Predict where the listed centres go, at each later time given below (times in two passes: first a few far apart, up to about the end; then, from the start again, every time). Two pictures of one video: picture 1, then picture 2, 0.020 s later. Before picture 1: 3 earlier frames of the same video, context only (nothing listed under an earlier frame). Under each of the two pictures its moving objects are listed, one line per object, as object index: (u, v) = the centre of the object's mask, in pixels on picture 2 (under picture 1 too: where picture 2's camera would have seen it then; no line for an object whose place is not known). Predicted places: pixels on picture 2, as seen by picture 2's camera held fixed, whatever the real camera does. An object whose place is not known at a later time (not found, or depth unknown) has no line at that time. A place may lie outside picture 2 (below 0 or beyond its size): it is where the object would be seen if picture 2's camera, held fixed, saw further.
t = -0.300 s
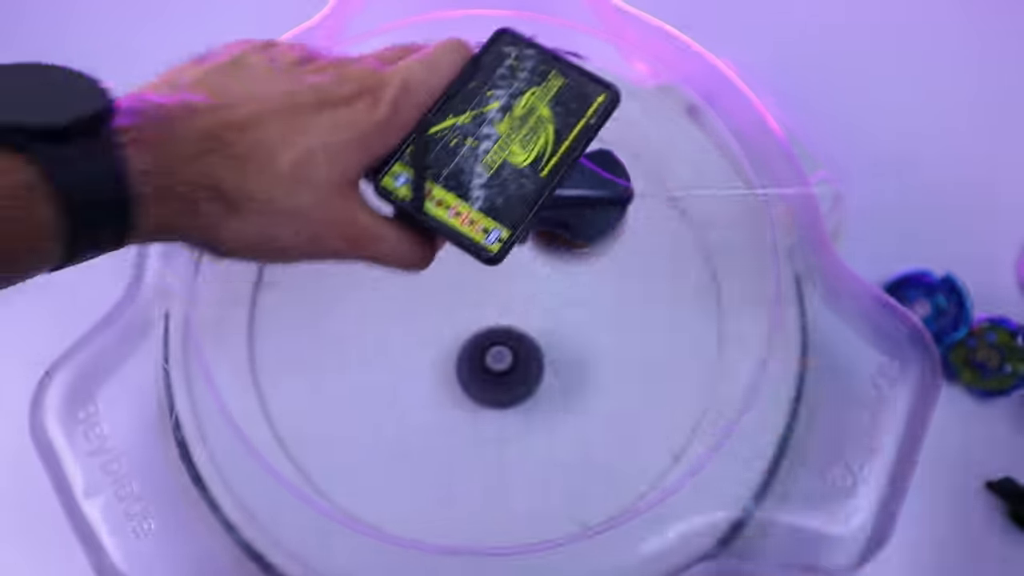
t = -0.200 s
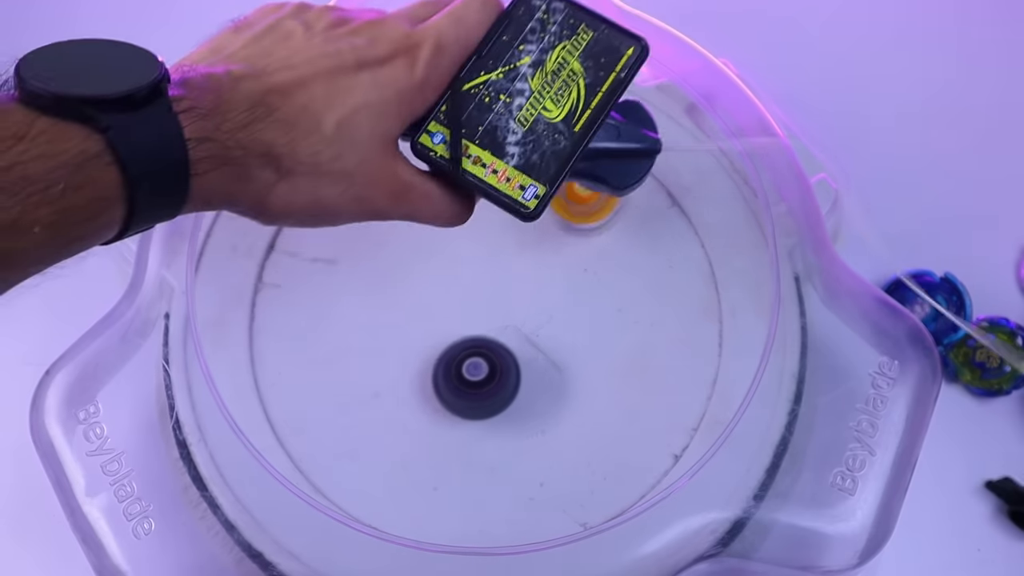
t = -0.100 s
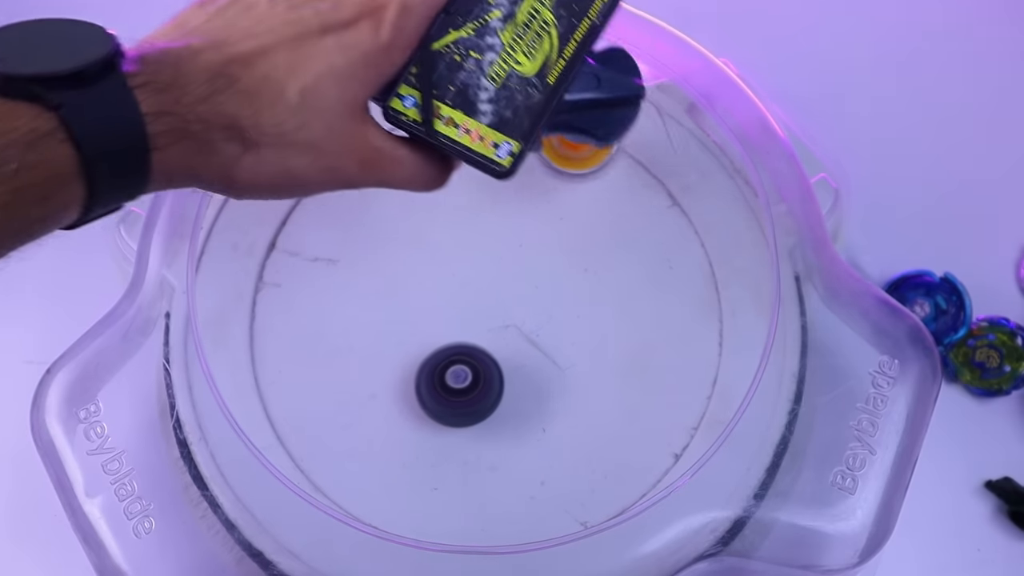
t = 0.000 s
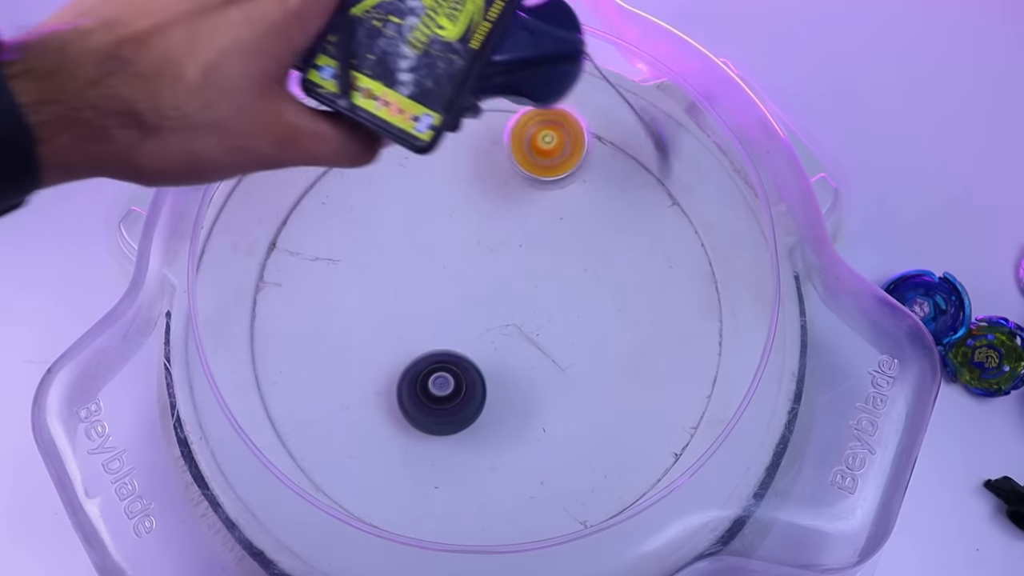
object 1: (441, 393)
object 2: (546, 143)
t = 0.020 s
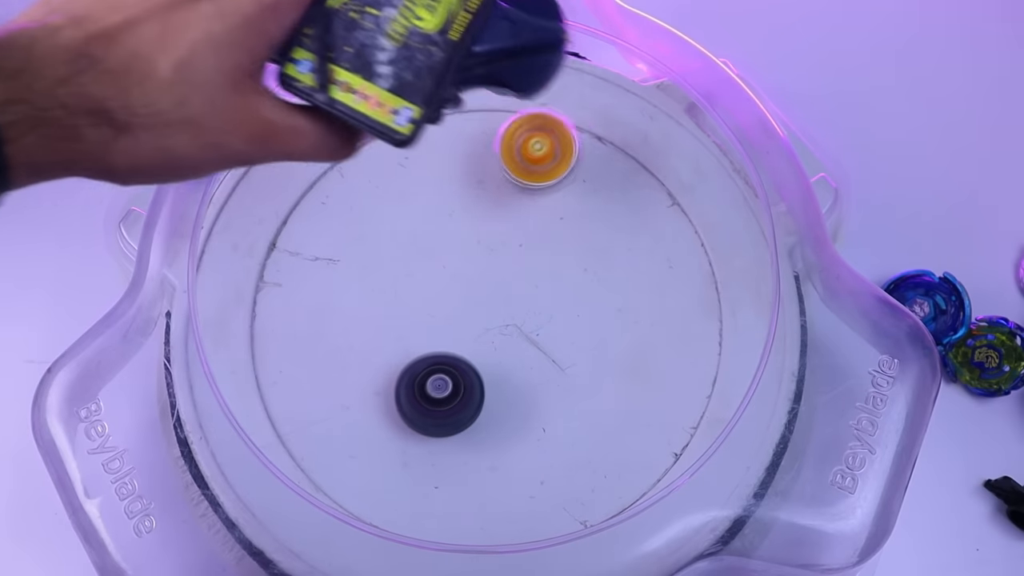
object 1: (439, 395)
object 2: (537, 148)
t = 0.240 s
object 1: (447, 402)
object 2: (472, 220)
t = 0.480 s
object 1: (421, 358)
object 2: (561, 314)
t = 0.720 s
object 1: (365, 350)
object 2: (581, 292)
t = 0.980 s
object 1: (411, 354)
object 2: (569, 288)
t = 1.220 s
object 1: (440, 309)
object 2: (540, 307)
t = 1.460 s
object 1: (463, 249)
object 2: (553, 338)
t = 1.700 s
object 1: (488, 225)
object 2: (544, 343)
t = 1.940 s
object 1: (506, 208)
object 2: (524, 350)
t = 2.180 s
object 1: (519, 234)
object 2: (499, 350)
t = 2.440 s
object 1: (558, 260)
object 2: (471, 348)
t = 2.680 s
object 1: (587, 267)
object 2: (441, 346)
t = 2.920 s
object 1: (573, 299)
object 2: (369, 355)
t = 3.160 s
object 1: (546, 343)
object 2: (448, 346)
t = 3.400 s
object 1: (536, 384)
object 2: (430, 252)
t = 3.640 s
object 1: (540, 409)
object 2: (382, 225)
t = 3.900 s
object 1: (527, 384)
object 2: (446, 258)
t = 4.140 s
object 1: (481, 351)
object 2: (529, 228)
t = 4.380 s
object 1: (426, 336)
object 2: (502, 211)
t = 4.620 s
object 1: (378, 340)
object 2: (517, 249)
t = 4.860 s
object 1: (379, 357)
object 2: (531, 272)
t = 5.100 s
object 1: (434, 344)
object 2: (531, 303)
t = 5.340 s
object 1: (471, 311)
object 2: (557, 323)
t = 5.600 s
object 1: (468, 255)
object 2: (607, 348)
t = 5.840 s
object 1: (479, 238)
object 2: (596, 328)
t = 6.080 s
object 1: (512, 254)
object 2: (551, 345)
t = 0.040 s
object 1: (437, 397)
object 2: (528, 160)
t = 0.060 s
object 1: (435, 399)
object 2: (518, 165)
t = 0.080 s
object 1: (434, 401)
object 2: (509, 169)
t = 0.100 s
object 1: (433, 404)
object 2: (500, 175)
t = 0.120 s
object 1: (434, 406)
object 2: (493, 179)
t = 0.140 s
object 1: (435, 408)
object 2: (486, 183)
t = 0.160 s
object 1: (437, 409)
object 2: (481, 188)
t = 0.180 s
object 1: (440, 408)
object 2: (477, 193)
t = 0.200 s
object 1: (442, 407)
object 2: (474, 200)
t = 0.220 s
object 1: (445, 405)
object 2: (472, 209)
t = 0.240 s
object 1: (447, 402)
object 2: (472, 220)
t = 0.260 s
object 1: (448, 398)
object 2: (471, 232)
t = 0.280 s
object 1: (448, 393)
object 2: (472, 244)
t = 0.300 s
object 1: (448, 389)
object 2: (473, 257)
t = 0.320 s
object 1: (447, 384)
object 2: (476, 270)
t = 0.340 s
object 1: (445, 379)
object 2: (481, 281)
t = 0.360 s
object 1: (443, 375)
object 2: (488, 293)
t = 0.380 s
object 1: (439, 373)
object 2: (501, 300)
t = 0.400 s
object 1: (436, 372)
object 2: (515, 306)
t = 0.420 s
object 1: (433, 369)
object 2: (528, 309)
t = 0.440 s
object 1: (429, 365)
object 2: (540, 312)
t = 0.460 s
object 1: (425, 361)
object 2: (552, 314)
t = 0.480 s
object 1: (421, 358)
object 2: (561, 314)
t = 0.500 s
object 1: (416, 355)
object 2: (568, 314)
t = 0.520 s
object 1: (412, 353)
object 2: (573, 313)
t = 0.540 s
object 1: (407, 350)
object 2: (575, 310)
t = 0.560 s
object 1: (402, 349)
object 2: (576, 307)
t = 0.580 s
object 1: (396, 348)
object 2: (578, 305)
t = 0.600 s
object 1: (391, 347)
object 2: (579, 303)
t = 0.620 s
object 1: (386, 347)
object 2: (580, 300)
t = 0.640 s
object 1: (381, 347)
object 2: (580, 298)
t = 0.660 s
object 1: (376, 347)
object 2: (581, 296)
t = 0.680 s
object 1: (372, 347)
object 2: (581, 294)
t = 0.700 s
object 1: (368, 348)
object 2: (581, 293)
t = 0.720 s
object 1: (365, 350)
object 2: (581, 292)
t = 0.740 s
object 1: (363, 352)
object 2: (581, 291)
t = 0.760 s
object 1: (362, 355)
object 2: (581, 290)
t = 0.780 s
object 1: (363, 358)
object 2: (581, 289)
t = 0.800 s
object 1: (366, 361)
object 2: (580, 289)
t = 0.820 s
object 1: (370, 364)
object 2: (579, 288)
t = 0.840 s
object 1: (375, 365)
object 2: (578, 287)
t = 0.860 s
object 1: (380, 367)
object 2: (577, 287)
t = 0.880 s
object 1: (386, 367)
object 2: (577, 287)
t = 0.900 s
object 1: (392, 366)
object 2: (575, 287)
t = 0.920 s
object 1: (398, 364)
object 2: (574, 287)
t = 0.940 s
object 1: (403, 362)
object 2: (572, 287)
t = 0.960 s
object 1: (408, 358)
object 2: (570, 287)
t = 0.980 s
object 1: (411, 354)
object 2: (569, 288)
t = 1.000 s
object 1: (413, 350)
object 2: (567, 288)
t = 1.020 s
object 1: (415, 345)
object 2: (565, 289)
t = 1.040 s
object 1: (416, 341)
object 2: (562, 290)
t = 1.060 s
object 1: (417, 338)
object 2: (560, 291)
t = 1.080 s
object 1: (419, 334)
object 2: (558, 293)
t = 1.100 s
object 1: (421, 330)
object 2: (556, 295)
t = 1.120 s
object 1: (423, 326)
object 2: (554, 297)
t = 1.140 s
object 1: (425, 322)
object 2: (551, 298)
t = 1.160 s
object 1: (428, 318)
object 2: (549, 301)
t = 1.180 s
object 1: (431, 315)
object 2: (546, 303)
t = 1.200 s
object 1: (436, 312)
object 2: (543, 305)
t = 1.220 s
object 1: (440, 309)
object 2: (540, 307)
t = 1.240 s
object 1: (445, 305)
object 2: (538, 308)
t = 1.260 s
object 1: (449, 301)
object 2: (536, 310)
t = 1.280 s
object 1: (450, 296)
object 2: (538, 313)
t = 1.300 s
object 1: (448, 290)
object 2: (544, 319)
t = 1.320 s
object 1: (449, 284)
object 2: (548, 324)
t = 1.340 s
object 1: (450, 278)
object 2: (551, 328)
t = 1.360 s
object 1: (452, 272)
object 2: (553, 330)
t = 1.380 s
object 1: (455, 266)
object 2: (554, 333)
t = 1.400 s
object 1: (457, 261)
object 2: (555, 335)
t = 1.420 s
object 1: (460, 256)
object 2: (555, 336)
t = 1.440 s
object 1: (462, 252)
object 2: (554, 337)
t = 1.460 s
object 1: (463, 249)
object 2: (553, 338)
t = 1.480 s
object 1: (465, 246)
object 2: (552, 339)
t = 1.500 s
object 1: (466, 243)
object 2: (551, 339)
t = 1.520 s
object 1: (467, 241)
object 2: (551, 340)
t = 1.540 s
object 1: (468, 238)
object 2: (549, 340)
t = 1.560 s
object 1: (470, 236)
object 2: (550, 341)
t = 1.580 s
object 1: (472, 233)
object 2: (549, 342)
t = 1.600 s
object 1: (474, 231)
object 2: (549, 343)
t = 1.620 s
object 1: (477, 229)
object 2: (548, 343)
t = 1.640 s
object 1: (479, 227)
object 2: (548, 343)
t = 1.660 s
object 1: (482, 226)
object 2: (547, 343)
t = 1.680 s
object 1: (485, 226)
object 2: (545, 343)
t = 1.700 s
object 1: (488, 225)
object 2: (544, 343)
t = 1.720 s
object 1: (491, 224)
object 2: (542, 344)
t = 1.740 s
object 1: (493, 223)
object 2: (541, 345)
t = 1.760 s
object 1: (495, 222)
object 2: (539, 346)
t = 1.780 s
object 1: (497, 220)
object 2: (538, 346)
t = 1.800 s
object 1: (498, 219)
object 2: (536, 347)
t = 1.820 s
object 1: (500, 217)
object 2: (535, 347)
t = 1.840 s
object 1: (501, 216)
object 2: (533, 348)
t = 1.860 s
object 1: (503, 214)
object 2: (531, 348)
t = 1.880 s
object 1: (504, 212)
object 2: (530, 349)
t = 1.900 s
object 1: (505, 211)
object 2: (528, 350)
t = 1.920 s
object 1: (505, 209)
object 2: (526, 350)
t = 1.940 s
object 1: (506, 208)
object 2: (524, 350)
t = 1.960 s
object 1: (507, 207)
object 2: (523, 350)
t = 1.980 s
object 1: (507, 206)
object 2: (521, 351)
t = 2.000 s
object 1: (508, 206)
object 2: (519, 351)
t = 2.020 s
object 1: (508, 208)
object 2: (516, 351)
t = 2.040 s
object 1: (507, 210)
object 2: (514, 351)
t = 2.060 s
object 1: (508, 213)
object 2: (512, 351)
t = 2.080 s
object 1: (509, 216)
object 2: (510, 351)
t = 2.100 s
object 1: (510, 220)
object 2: (508, 351)
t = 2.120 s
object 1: (512, 224)
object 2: (506, 351)
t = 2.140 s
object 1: (514, 228)
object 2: (504, 350)
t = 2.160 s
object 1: (516, 231)
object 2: (501, 350)
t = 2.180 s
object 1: (519, 234)
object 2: (499, 350)
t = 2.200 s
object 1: (521, 237)
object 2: (497, 350)
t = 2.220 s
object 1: (524, 240)
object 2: (495, 350)
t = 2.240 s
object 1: (527, 243)
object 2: (492, 350)
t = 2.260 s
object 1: (530, 246)
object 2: (490, 349)
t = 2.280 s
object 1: (533, 248)
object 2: (488, 349)
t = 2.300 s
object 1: (536, 251)
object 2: (486, 349)
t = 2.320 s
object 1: (540, 252)
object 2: (484, 349)
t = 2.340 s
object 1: (543, 254)
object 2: (481, 349)
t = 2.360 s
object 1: (546, 255)
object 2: (479, 349)
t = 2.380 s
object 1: (549, 256)
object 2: (477, 349)
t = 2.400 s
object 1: (552, 258)
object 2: (476, 348)
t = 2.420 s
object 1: (556, 259)
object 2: (473, 348)
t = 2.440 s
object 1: (558, 260)
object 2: (471, 348)
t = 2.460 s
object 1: (561, 261)
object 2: (469, 348)
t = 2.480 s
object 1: (564, 262)
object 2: (467, 348)
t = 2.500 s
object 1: (567, 263)
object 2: (465, 348)
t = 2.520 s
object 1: (570, 263)
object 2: (463, 348)
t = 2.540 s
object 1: (573, 264)
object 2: (460, 347)
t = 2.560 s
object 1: (576, 264)
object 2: (459, 347)
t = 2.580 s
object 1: (578, 265)
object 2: (456, 346)
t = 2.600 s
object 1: (581, 265)
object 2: (455, 346)
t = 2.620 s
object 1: (583, 266)
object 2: (452, 346)
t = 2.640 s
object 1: (585, 266)
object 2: (450, 345)
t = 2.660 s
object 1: (586, 267)
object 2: (446, 346)
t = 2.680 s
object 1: (587, 267)
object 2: (441, 346)
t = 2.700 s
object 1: (587, 268)
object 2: (436, 345)
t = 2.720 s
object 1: (587, 270)
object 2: (431, 345)
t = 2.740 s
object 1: (586, 272)
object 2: (424, 344)
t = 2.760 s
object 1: (585, 274)
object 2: (420, 343)
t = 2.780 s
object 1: (584, 276)
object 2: (414, 343)
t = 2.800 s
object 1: (583, 279)
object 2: (408, 342)
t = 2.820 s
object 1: (582, 282)
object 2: (402, 342)
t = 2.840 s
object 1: (581, 285)
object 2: (394, 342)
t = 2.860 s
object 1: (579, 288)
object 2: (386, 343)
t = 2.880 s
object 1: (578, 291)
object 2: (379, 346)
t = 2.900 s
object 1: (575, 295)
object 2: (373, 349)
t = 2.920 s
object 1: (573, 299)
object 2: (369, 355)
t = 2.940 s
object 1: (571, 303)
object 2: (368, 360)
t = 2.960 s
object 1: (569, 306)
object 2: (371, 367)
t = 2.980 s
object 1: (566, 310)
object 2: (376, 373)
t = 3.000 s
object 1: (564, 314)
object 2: (383, 378)
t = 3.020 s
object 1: (562, 318)
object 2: (392, 380)
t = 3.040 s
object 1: (560, 321)
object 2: (401, 381)
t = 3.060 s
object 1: (557, 325)
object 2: (412, 379)
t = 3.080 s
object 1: (555, 329)
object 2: (422, 376)
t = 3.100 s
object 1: (552, 333)
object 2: (431, 370)
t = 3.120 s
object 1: (550, 336)
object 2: (438, 363)
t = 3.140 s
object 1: (548, 340)
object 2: (444, 355)
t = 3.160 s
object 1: (546, 343)
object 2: (448, 346)
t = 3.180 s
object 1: (545, 347)
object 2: (450, 337)
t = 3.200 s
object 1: (543, 350)
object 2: (451, 328)
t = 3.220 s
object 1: (542, 353)
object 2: (450, 319)
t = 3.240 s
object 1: (541, 356)
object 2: (447, 312)
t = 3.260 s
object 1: (540, 359)
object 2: (444, 306)
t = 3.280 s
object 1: (539, 363)
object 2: (441, 299)
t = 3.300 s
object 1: (538, 366)
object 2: (439, 291)
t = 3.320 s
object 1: (538, 370)
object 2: (438, 283)
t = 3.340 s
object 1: (537, 374)
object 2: (435, 276)
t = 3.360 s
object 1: (537, 377)
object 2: (434, 268)
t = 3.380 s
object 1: (537, 381)
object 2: (433, 260)
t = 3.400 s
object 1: (536, 384)
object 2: (430, 252)
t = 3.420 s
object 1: (536, 387)
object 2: (429, 243)
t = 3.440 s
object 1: (537, 390)
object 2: (427, 235)
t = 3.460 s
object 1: (537, 393)
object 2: (424, 230)
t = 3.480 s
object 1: (538, 396)
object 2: (419, 225)
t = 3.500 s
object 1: (538, 399)
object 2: (413, 223)
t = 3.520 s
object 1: (539, 401)
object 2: (406, 220)
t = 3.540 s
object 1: (539, 403)
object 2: (399, 217)
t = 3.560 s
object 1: (540, 405)
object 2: (392, 216)
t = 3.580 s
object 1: (540, 407)
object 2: (387, 216)
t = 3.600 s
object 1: (540, 408)
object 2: (383, 218)
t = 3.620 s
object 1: (540, 409)
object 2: (382, 221)
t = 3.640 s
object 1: (540, 409)
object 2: (382, 225)
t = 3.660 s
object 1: (540, 409)
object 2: (383, 232)
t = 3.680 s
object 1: (540, 408)
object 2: (383, 239)
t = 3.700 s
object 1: (540, 407)
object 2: (383, 246)
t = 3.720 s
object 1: (540, 405)
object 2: (385, 251)
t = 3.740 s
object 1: (540, 404)
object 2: (389, 256)
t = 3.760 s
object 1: (540, 402)
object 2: (393, 258)
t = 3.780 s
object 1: (539, 400)
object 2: (398, 260)
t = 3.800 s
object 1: (538, 397)
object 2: (405, 261)
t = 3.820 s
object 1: (537, 395)
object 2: (413, 262)
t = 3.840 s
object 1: (535, 392)
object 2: (421, 263)
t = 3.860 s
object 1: (532, 389)
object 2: (430, 262)
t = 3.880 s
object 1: (530, 387)
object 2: (438, 260)
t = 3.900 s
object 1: (527, 384)
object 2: (446, 258)
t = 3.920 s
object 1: (524, 381)
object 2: (455, 256)
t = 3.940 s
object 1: (521, 378)
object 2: (462, 254)
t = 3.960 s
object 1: (518, 375)
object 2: (471, 253)
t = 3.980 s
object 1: (515, 372)
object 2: (480, 251)
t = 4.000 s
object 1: (511, 369)
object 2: (488, 251)
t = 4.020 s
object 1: (507, 366)
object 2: (494, 250)
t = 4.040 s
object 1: (503, 363)
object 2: (502, 249)
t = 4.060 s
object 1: (499, 361)
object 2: (509, 246)
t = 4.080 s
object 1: (495, 358)
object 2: (516, 243)
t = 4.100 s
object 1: (490, 355)
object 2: (521, 239)
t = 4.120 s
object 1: (486, 353)
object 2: (526, 234)
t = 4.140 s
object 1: (481, 351)
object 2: (529, 228)
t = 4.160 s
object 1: (477, 349)
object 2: (531, 223)
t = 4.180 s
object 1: (472, 348)
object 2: (531, 217)
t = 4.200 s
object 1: (467, 346)
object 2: (529, 211)
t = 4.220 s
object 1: (462, 344)
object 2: (526, 205)
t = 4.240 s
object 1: (458, 343)
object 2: (522, 200)
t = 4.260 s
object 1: (453, 341)
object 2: (517, 197)
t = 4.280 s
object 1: (448, 340)
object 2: (513, 197)
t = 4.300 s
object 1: (443, 339)
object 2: (509, 198)
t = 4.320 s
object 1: (439, 338)
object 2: (506, 201)
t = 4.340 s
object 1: (435, 337)
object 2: (504, 204)
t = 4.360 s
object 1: (430, 336)
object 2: (503, 207)
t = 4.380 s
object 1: (426, 336)
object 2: (502, 211)
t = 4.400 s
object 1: (422, 335)
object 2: (501, 216)
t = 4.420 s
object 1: (418, 335)
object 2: (502, 221)
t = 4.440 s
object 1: (414, 335)
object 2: (502, 226)
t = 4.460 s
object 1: (410, 336)
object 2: (503, 230)
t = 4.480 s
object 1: (406, 336)
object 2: (504, 234)
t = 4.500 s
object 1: (402, 337)
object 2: (506, 237)
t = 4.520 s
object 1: (398, 337)
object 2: (507, 239)
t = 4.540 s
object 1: (394, 338)
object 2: (509, 241)
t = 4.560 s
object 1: (390, 338)
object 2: (511, 243)
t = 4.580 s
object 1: (386, 339)
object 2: (514, 245)
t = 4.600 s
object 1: (382, 339)
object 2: (516, 247)
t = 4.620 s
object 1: (378, 340)
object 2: (517, 249)
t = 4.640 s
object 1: (375, 341)
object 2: (519, 251)
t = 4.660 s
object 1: (372, 341)
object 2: (521, 253)
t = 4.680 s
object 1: (369, 342)
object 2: (523, 255)
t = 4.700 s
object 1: (367, 344)
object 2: (524, 257)
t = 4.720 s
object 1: (366, 345)
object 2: (525, 258)
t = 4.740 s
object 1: (366, 347)
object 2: (526, 260)
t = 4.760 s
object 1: (366, 349)
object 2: (528, 262)
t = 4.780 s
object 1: (367, 350)
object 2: (528, 264)
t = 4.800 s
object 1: (369, 352)
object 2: (529, 266)
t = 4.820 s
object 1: (372, 354)
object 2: (530, 268)
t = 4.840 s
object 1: (375, 356)
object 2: (530, 270)
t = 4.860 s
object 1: (379, 357)
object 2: (531, 272)
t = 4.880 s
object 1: (383, 359)
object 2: (532, 274)
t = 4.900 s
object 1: (387, 360)
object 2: (533, 276)
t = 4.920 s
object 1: (392, 360)
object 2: (533, 278)
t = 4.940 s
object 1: (397, 361)
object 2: (533, 281)
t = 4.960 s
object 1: (403, 360)
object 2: (534, 283)
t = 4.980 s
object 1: (408, 359)
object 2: (533, 286)
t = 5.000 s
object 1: (412, 357)
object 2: (533, 288)
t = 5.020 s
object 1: (417, 354)
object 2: (532, 291)
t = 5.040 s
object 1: (421, 352)
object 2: (532, 293)
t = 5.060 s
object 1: (425, 350)
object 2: (531, 296)
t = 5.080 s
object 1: (429, 347)
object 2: (531, 299)
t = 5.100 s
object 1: (434, 344)
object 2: (531, 303)
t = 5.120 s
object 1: (438, 342)
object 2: (530, 306)
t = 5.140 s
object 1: (442, 339)
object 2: (530, 309)
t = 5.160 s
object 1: (445, 337)
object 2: (532, 311)
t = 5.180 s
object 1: (447, 334)
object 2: (535, 313)
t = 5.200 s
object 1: (449, 331)
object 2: (539, 316)
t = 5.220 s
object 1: (451, 328)
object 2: (546, 317)
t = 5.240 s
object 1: (454, 325)
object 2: (549, 319)
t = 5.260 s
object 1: (457, 322)
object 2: (553, 319)
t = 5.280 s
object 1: (460, 319)
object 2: (555, 320)
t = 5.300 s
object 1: (464, 317)
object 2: (556, 321)
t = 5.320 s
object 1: (467, 314)
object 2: (557, 322)
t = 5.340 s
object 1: (471, 311)
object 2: (557, 323)
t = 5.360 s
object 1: (474, 308)
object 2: (557, 325)
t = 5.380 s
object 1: (477, 306)
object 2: (557, 326)
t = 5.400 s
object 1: (480, 303)
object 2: (556, 326)
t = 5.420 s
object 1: (476, 295)
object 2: (569, 333)
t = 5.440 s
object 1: (470, 287)
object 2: (580, 340)
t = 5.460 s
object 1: (466, 281)
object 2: (588, 346)
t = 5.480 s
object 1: (464, 275)
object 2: (594, 350)
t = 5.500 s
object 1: (463, 271)
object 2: (598, 353)
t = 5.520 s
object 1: (464, 267)
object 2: (600, 353)
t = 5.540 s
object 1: (464, 264)
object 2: (603, 353)
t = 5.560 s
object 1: (465, 261)
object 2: (605, 352)
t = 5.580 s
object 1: (467, 258)
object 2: (606, 350)
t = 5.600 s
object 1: (468, 255)
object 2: (607, 348)
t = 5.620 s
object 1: (469, 252)
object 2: (608, 347)
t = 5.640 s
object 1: (471, 250)
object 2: (608, 345)
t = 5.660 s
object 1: (472, 247)
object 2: (609, 343)
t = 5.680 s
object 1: (472, 245)
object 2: (608, 342)
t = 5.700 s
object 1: (472, 243)
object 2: (609, 340)
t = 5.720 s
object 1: (473, 241)
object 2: (608, 338)
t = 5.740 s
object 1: (474, 240)
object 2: (607, 336)
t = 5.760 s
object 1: (475, 239)
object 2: (605, 334)
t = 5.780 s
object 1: (476, 238)
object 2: (603, 332)
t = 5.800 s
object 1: (477, 238)
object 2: (601, 330)
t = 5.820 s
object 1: (478, 238)
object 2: (599, 329)
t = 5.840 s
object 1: (479, 238)
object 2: (596, 328)
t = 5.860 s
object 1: (481, 239)
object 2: (594, 327)
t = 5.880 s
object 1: (483, 239)
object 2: (592, 327)
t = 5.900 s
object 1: (485, 240)
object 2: (589, 328)
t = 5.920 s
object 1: (487, 242)
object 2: (587, 329)
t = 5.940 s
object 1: (489, 244)
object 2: (583, 330)
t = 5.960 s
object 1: (492, 246)
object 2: (580, 331)
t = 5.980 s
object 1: (495, 248)
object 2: (576, 334)
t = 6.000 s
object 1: (498, 250)
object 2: (572, 336)
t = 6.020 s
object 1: (501, 252)
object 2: (568, 339)
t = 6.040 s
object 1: (505, 253)
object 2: (562, 342)
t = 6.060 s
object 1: (508, 254)
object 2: (556, 344)
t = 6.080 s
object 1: (512, 254)
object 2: (551, 345)
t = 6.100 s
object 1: (515, 254)
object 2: (546, 347)
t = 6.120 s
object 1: (518, 255)
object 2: (541, 349)
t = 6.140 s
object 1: (521, 254)
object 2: (538, 350)
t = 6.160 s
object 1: (524, 254)
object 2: (534, 351)
